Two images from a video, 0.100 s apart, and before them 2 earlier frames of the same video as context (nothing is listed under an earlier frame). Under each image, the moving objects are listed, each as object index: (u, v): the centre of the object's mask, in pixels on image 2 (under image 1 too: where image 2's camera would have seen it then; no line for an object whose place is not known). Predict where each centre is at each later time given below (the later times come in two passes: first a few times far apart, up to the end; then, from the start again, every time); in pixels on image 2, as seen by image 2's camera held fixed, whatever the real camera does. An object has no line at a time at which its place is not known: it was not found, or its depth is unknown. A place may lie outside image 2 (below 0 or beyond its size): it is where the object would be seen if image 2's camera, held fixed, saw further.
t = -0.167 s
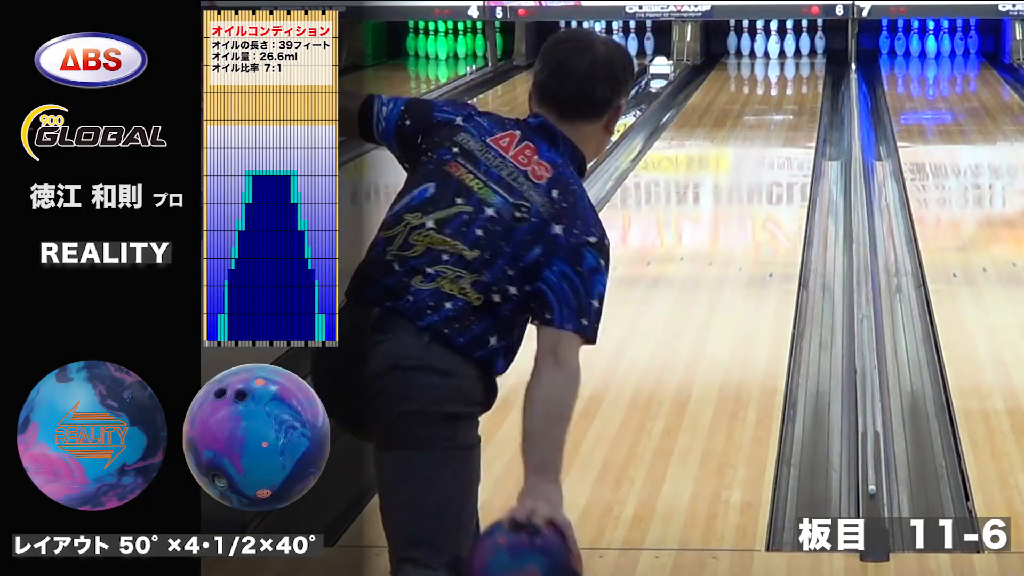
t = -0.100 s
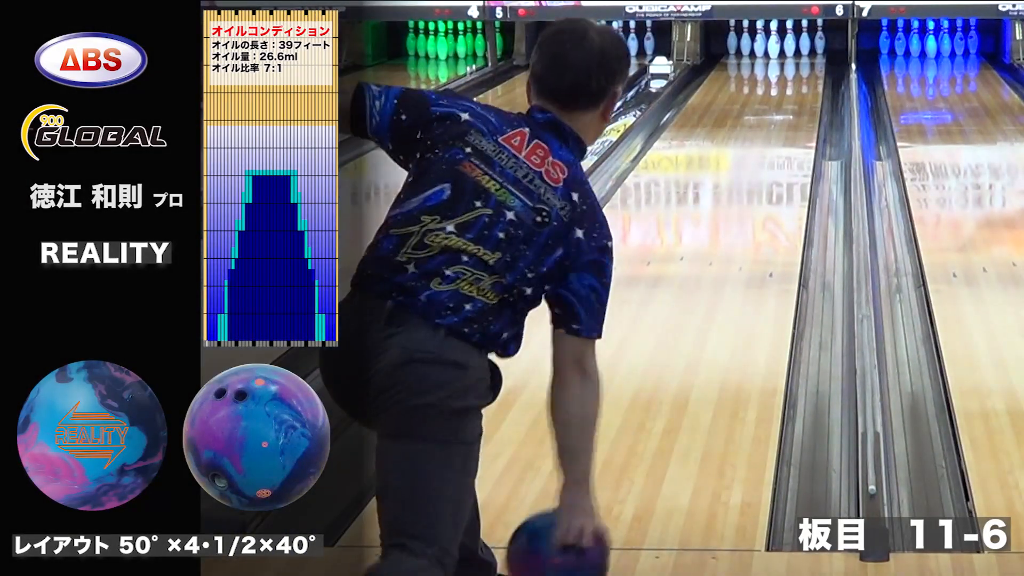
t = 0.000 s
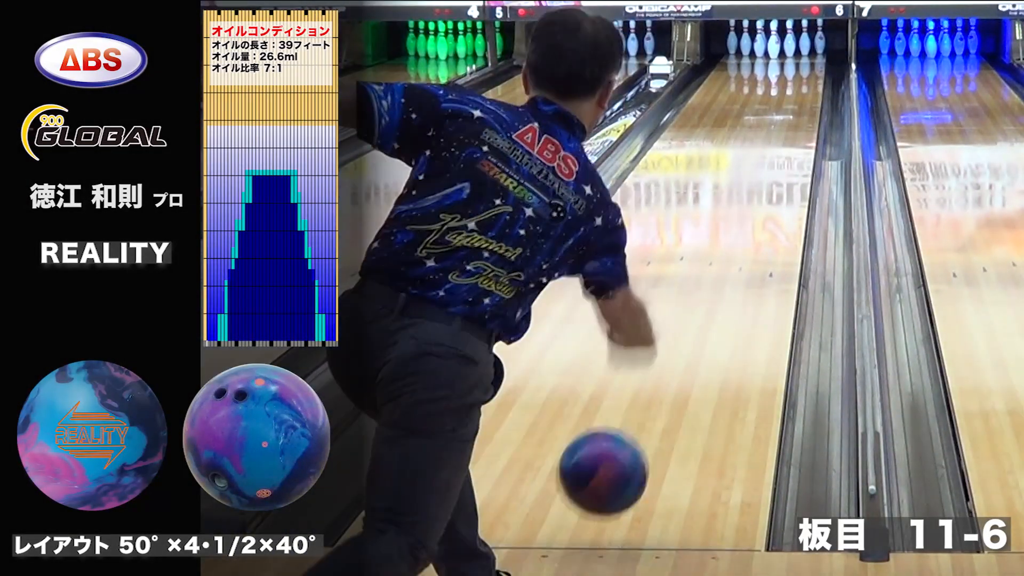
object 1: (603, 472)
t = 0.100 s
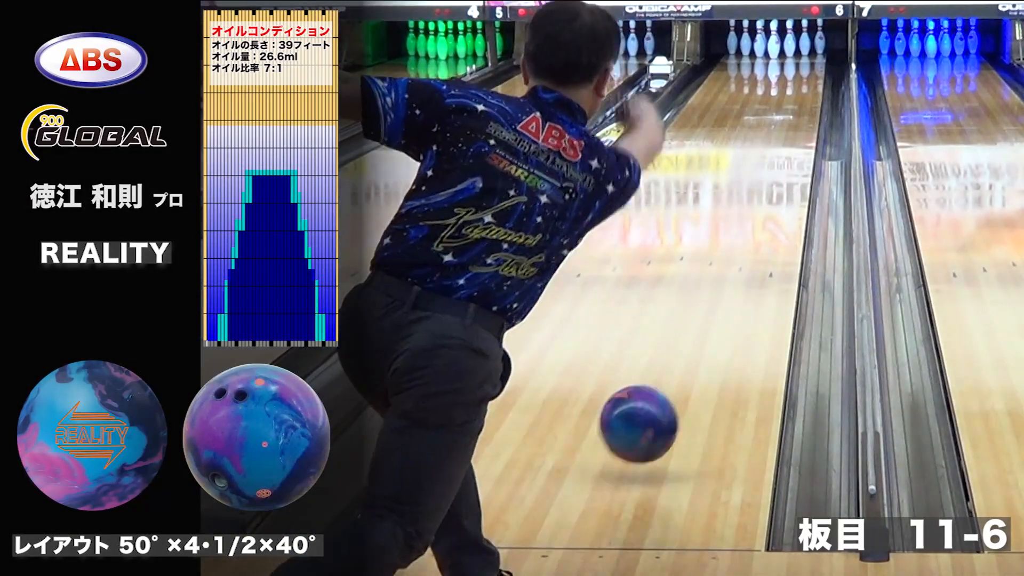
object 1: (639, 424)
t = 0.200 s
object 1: (667, 387)
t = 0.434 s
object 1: (712, 292)
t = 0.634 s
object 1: (739, 237)
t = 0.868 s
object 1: (761, 189)
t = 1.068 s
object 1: (774, 158)
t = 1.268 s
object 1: (784, 133)
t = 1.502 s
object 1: (792, 111)
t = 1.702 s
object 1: (795, 95)
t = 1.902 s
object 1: (796, 82)
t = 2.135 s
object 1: (794, 70)
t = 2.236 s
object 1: (792, 65)
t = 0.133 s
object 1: (649, 418)
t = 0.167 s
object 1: (658, 405)
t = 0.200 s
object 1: (667, 387)
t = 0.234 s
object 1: (675, 371)
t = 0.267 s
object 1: (682, 356)
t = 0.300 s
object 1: (689, 341)
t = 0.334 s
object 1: (695, 327)
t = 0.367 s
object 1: (701, 315)
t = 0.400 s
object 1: (707, 304)
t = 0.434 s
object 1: (712, 292)
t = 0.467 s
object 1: (717, 282)
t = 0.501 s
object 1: (722, 272)
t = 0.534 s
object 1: (727, 263)
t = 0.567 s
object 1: (731, 254)
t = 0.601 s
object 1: (735, 245)
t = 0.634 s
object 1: (739, 237)
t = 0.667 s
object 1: (742, 229)
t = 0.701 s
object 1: (746, 221)
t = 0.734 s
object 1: (749, 214)
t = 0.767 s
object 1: (752, 207)
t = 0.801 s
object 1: (755, 201)
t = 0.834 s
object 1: (758, 195)
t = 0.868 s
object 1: (761, 189)
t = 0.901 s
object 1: (763, 183)
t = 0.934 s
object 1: (766, 178)
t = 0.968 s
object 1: (768, 173)
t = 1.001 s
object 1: (770, 168)
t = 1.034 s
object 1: (772, 163)
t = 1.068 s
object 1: (774, 158)
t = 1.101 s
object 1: (776, 154)
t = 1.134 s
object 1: (778, 149)
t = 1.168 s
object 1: (780, 145)
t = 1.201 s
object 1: (781, 141)
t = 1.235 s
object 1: (783, 137)
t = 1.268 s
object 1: (784, 133)
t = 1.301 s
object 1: (785, 129)
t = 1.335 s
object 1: (787, 126)
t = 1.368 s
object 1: (788, 123)
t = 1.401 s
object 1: (789, 120)
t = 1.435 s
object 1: (790, 117)
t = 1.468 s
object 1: (791, 113)
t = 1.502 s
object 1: (792, 111)
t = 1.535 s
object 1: (793, 108)
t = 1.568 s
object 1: (793, 105)
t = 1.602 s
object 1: (794, 103)
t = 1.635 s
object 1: (794, 100)
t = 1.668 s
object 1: (794, 98)
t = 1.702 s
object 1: (795, 95)
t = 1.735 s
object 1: (796, 93)
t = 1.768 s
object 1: (796, 91)
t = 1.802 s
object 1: (796, 88)
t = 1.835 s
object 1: (796, 86)
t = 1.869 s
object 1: (796, 84)
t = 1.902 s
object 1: (796, 82)
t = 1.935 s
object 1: (796, 80)
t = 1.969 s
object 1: (796, 78)
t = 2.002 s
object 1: (795, 76)
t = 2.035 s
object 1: (795, 74)
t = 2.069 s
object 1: (795, 73)
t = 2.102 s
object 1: (794, 71)
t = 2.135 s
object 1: (794, 70)
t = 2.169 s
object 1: (793, 68)
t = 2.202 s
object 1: (793, 66)
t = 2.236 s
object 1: (792, 65)
